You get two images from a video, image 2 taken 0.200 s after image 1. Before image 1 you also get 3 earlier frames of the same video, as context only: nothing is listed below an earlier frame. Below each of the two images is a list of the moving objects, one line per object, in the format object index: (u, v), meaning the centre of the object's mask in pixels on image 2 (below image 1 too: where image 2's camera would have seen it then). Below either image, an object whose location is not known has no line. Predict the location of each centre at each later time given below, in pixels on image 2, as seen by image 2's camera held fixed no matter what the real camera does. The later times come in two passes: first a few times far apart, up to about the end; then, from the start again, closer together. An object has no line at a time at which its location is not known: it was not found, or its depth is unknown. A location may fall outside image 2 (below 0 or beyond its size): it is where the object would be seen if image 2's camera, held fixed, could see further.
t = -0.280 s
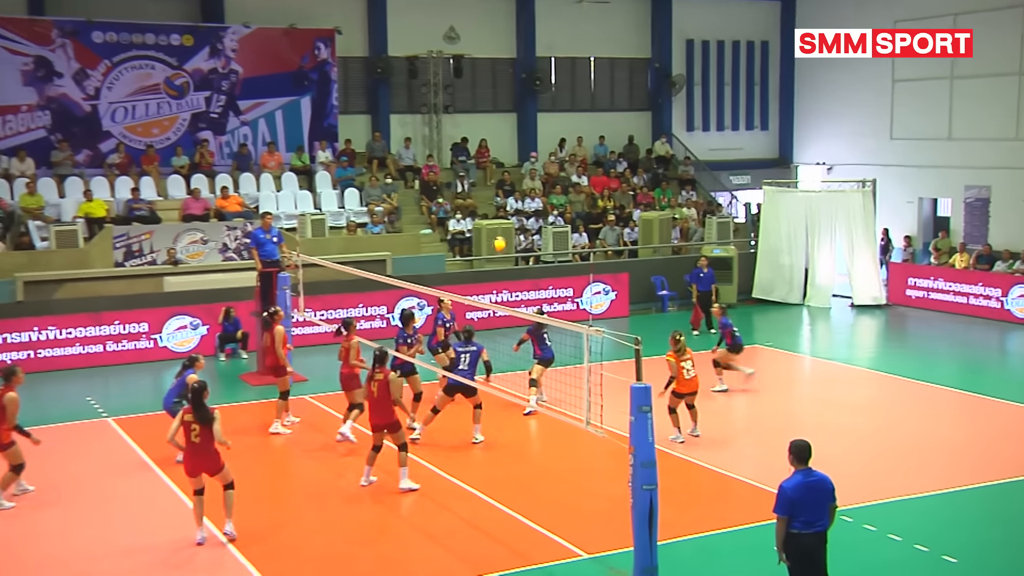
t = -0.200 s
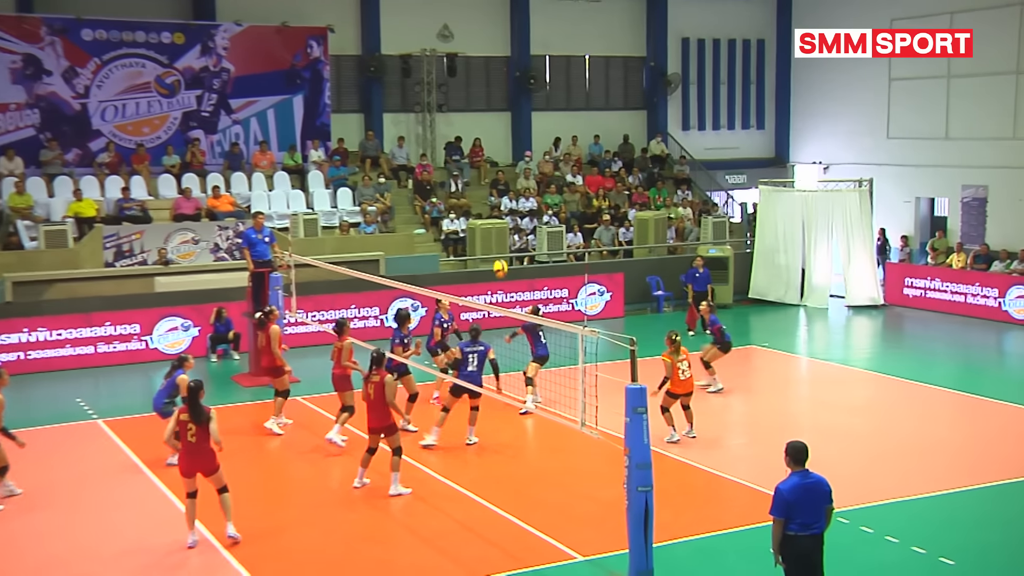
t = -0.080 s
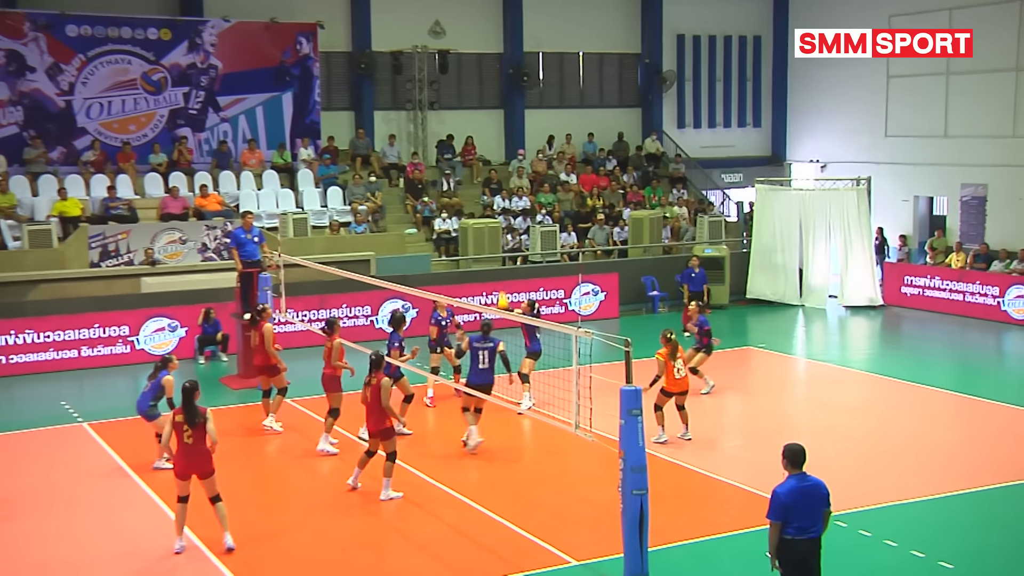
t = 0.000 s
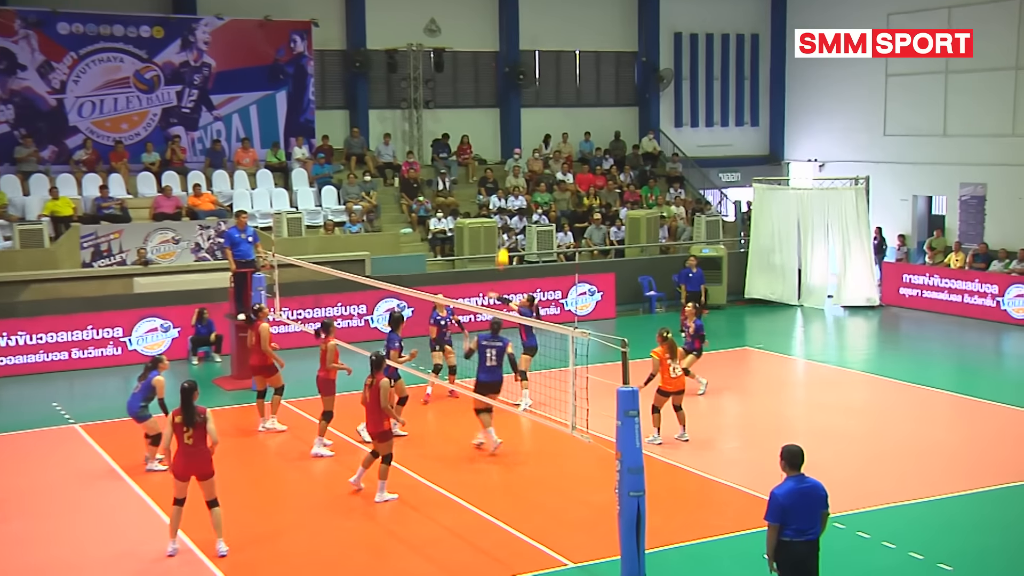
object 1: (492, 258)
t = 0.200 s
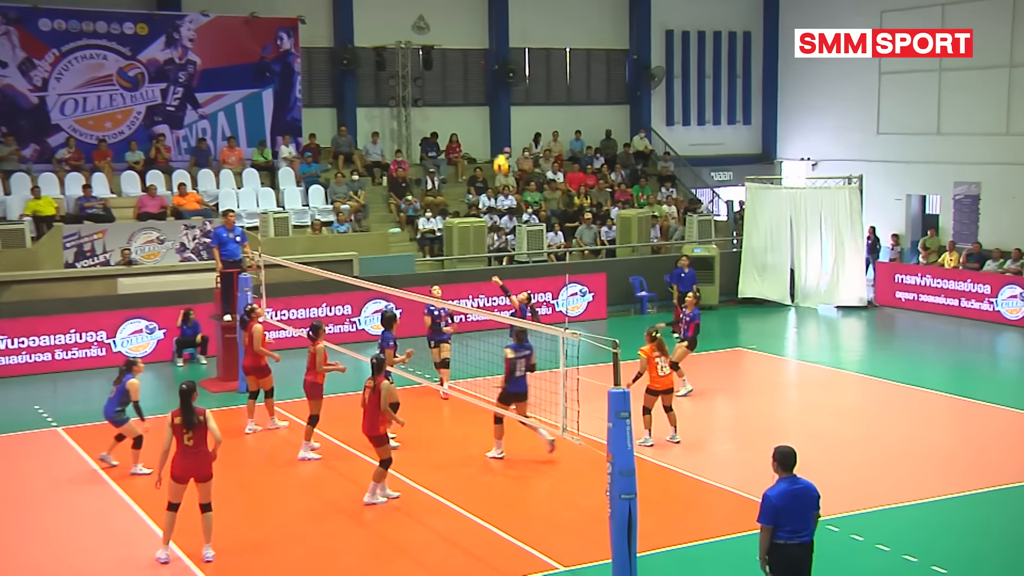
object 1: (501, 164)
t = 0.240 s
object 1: (503, 149)
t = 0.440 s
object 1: (512, 86)
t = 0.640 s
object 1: (523, 49)
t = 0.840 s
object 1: (535, 41)
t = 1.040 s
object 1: (547, 63)
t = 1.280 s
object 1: (562, 130)
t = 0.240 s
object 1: (503, 149)
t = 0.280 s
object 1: (504, 134)
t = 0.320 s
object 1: (506, 120)
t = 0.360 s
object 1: (508, 107)
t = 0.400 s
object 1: (510, 96)
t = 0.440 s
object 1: (512, 86)
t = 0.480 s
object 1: (514, 75)
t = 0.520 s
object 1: (516, 68)
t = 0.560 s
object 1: (518, 61)
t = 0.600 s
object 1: (521, 54)
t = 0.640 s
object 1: (523, 49)
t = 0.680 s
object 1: (526, 45)
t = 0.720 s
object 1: (528, 42)
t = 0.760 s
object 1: (530, 41)
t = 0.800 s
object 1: (533, 40)
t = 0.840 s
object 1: (535, 41)
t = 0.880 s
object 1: (538, 44)
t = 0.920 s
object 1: (540, 47)
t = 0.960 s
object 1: (542, 52)
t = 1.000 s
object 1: (545, 56)
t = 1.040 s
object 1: (547, 63)
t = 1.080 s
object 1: (550, 71)
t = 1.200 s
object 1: (558, 103)
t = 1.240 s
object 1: (560, 116)
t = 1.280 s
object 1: (562, 130)
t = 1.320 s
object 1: (564, 145)
